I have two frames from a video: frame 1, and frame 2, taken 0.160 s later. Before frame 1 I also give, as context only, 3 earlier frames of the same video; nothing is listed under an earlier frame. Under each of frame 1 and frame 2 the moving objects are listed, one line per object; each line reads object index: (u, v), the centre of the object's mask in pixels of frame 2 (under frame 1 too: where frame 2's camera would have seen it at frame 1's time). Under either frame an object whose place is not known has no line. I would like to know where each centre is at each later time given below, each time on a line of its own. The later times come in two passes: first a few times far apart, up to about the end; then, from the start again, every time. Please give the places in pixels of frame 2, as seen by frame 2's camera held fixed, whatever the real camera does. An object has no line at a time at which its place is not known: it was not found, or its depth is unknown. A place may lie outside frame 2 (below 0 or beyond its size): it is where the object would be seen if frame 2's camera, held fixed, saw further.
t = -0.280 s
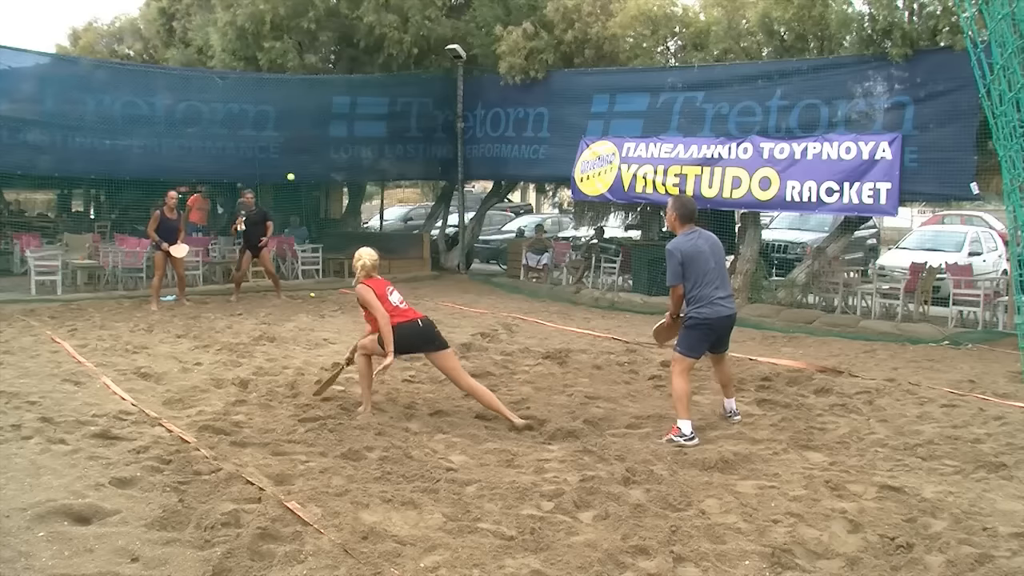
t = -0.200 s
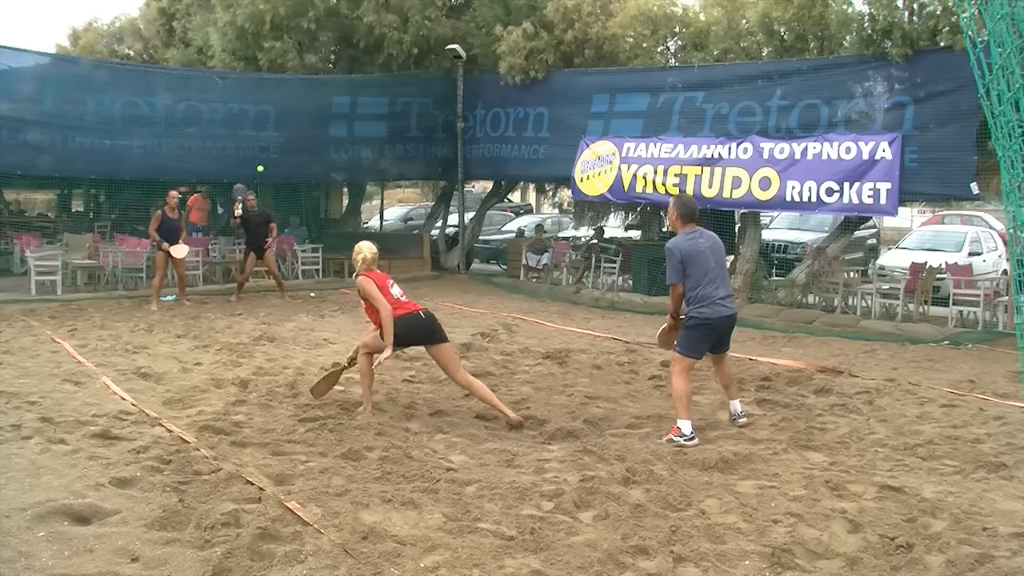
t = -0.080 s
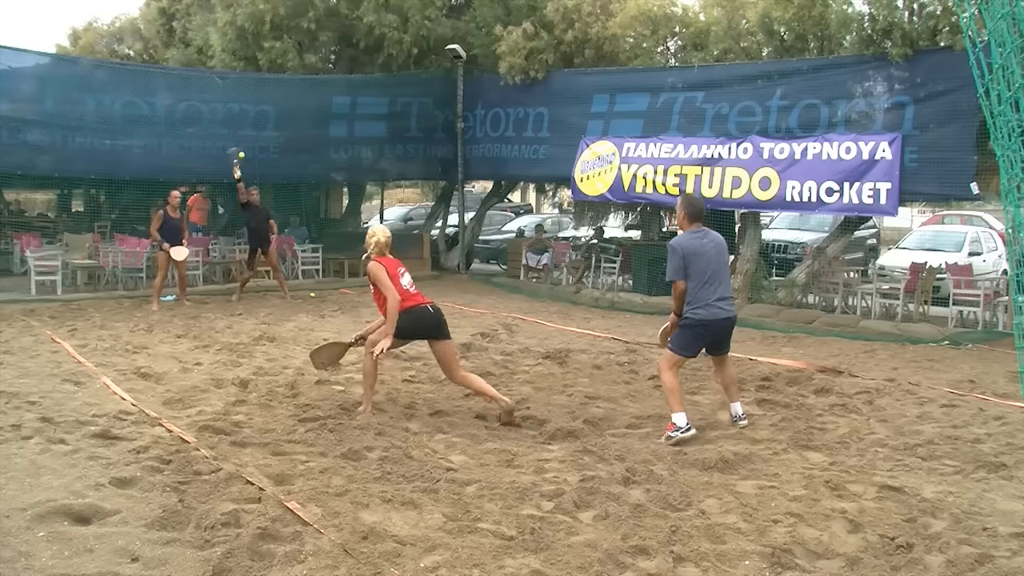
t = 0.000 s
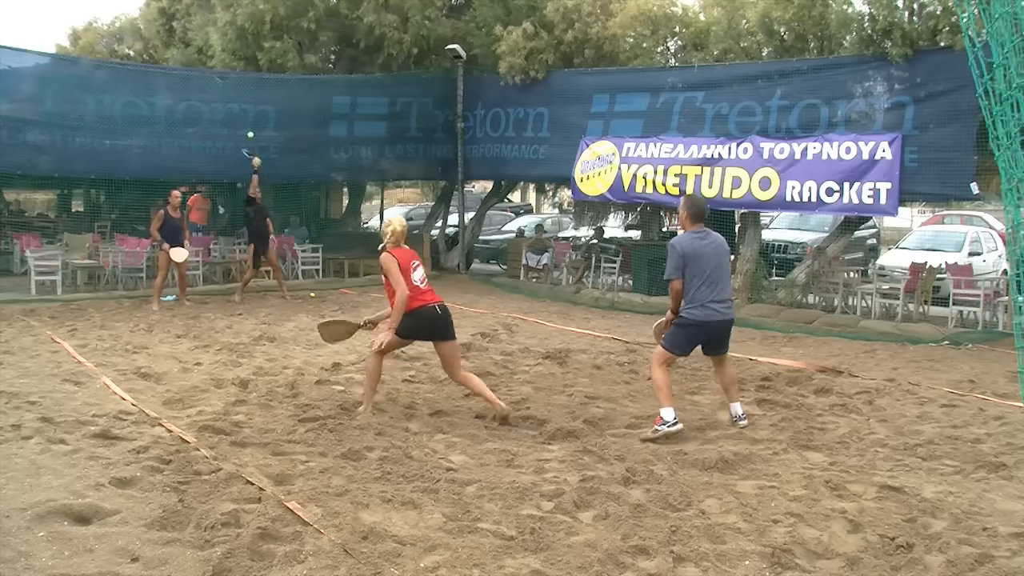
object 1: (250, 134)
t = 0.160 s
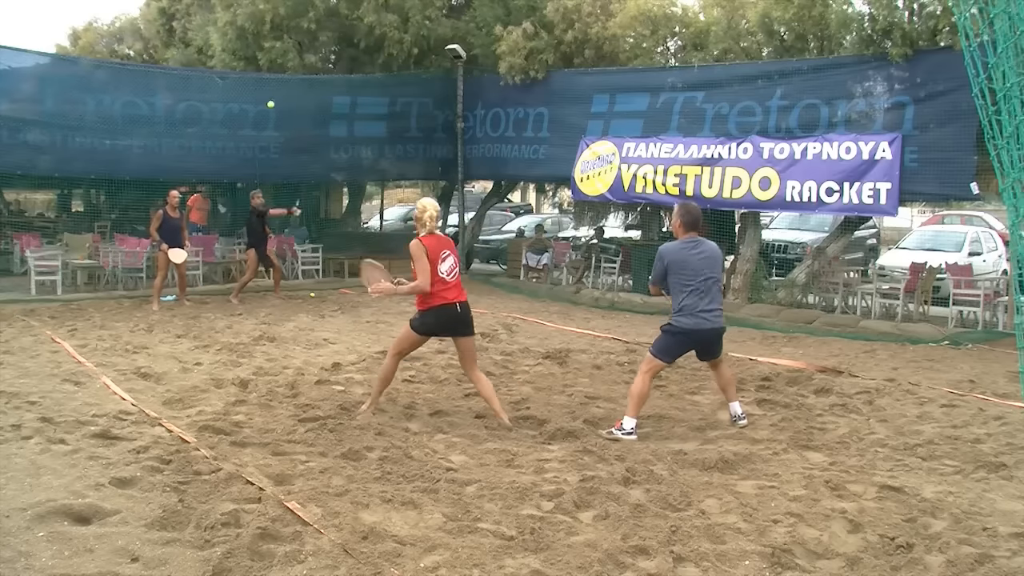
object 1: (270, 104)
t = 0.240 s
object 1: (282, 95)
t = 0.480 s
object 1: (326, 105)
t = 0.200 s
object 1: (276, 98)
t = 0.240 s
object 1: (282, 95)
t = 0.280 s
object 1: (288, 92)
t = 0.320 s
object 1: (295, 91)
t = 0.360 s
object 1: (302, 92)
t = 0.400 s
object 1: (310, 94)
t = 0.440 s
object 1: (318, 98)
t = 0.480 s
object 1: (326, 105)
